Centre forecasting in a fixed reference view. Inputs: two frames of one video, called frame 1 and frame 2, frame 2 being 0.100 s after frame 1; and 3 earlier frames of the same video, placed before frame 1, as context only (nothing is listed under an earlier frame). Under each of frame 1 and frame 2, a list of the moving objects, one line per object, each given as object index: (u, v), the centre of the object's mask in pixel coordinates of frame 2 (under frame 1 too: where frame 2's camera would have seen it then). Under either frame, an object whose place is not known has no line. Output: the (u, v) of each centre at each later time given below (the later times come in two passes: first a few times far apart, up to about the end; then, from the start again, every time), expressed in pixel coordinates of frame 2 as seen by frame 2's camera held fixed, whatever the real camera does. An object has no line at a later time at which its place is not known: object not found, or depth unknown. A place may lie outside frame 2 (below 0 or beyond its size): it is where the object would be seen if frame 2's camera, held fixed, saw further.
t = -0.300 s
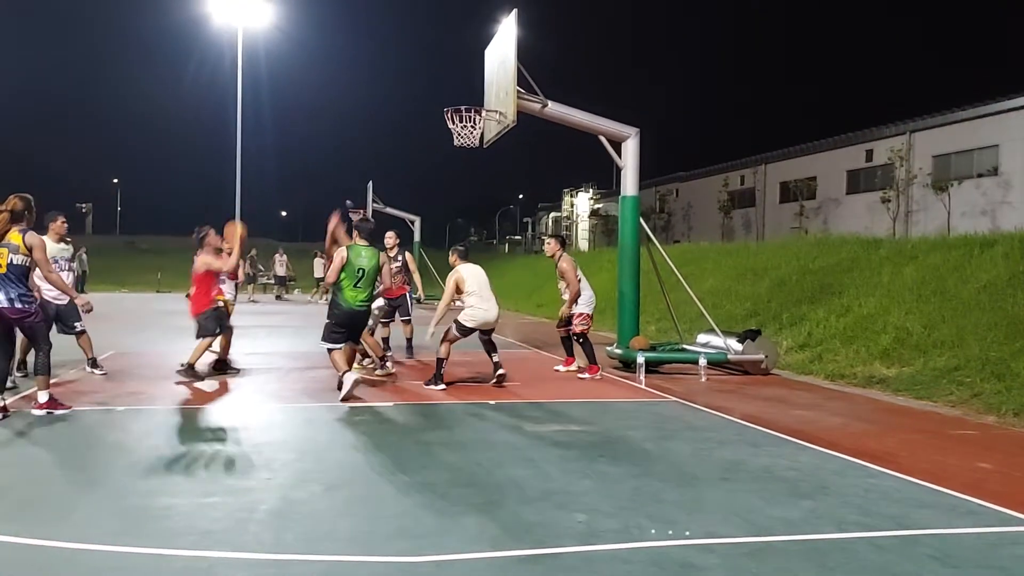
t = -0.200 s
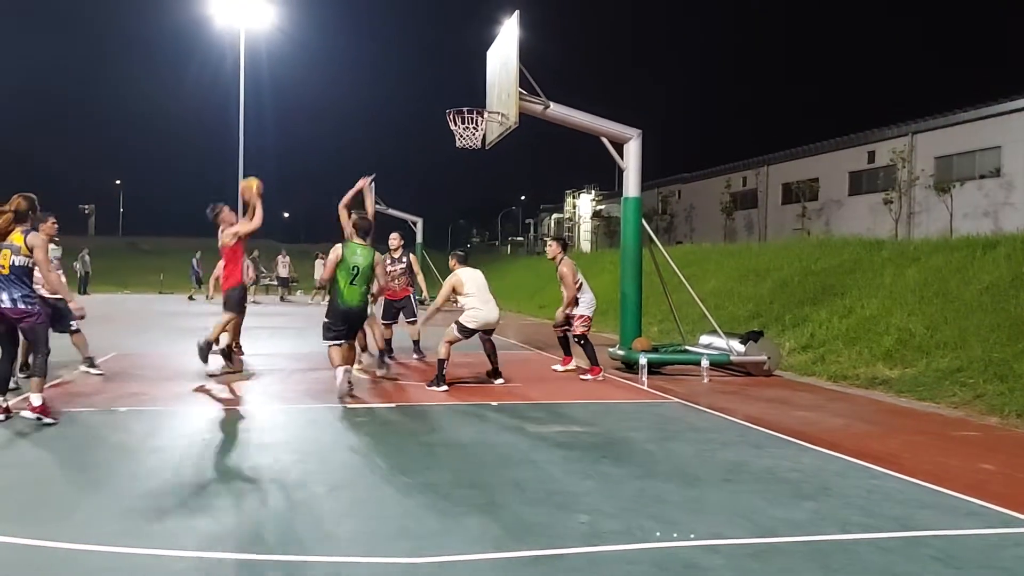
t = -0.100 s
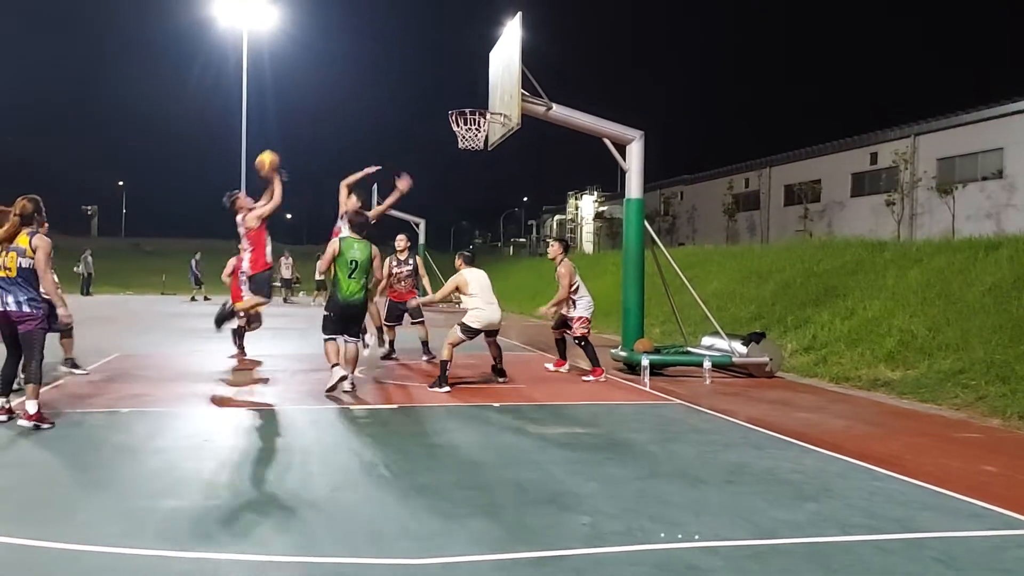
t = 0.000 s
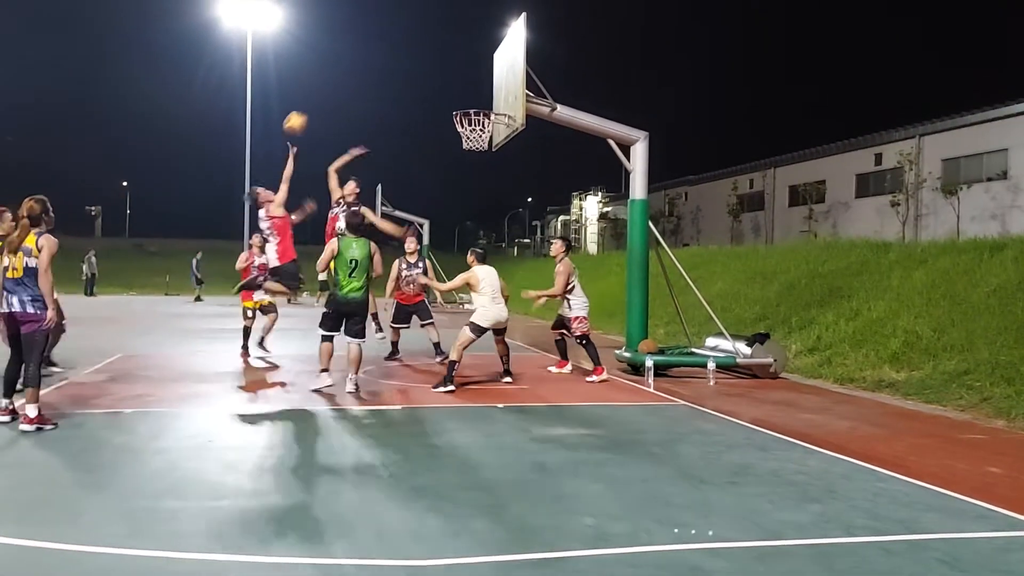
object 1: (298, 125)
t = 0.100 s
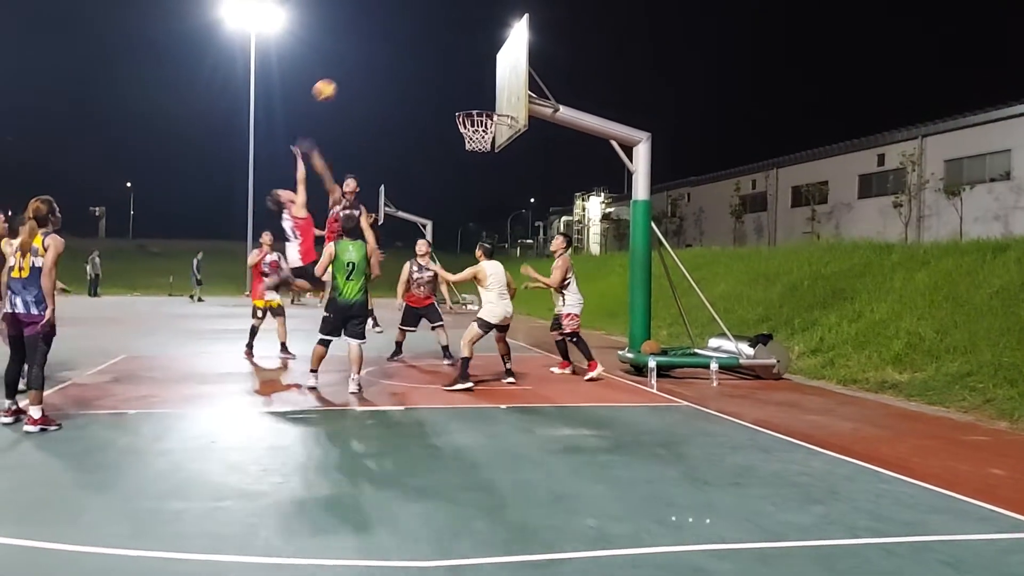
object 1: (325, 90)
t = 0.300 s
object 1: (376, 49)
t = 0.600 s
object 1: (446, 55)
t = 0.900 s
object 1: (490, 83)
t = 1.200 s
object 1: (474, 42)
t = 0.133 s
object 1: (333, 81)
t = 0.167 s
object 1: (342, 73)
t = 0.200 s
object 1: (350, 65)
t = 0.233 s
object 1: (359, 59)
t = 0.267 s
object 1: (368, 53)
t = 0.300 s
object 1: (376, 49)
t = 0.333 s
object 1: (384, 46)
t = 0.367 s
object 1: (391, 44)
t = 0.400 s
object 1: (399, 43)
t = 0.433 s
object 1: (407, 43)
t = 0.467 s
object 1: (415, 43)
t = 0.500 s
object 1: (423, 45)
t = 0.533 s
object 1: (431, 48)
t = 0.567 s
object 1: (438, 51)
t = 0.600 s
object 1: (446, 55)
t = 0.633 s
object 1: (454, 60)
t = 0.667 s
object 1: (461, 67)
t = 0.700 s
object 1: (469, 74)
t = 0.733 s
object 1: (476, 81)
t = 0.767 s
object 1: (483, 90)
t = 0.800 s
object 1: (490, 100)
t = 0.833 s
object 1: (493, 102)
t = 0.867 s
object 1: (492, 93)
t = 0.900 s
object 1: (490, 83)
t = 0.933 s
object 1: (489, 75)
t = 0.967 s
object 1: (487, 68)
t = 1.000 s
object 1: (485, 62)
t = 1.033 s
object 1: (484, 56)
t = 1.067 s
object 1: (481, 51)
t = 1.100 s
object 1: (480, 48)
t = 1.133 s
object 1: (478, 45)
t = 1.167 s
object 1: (476, 43)
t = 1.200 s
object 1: (474, 42)
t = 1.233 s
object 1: (473, 42)
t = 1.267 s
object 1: (471, 43)
